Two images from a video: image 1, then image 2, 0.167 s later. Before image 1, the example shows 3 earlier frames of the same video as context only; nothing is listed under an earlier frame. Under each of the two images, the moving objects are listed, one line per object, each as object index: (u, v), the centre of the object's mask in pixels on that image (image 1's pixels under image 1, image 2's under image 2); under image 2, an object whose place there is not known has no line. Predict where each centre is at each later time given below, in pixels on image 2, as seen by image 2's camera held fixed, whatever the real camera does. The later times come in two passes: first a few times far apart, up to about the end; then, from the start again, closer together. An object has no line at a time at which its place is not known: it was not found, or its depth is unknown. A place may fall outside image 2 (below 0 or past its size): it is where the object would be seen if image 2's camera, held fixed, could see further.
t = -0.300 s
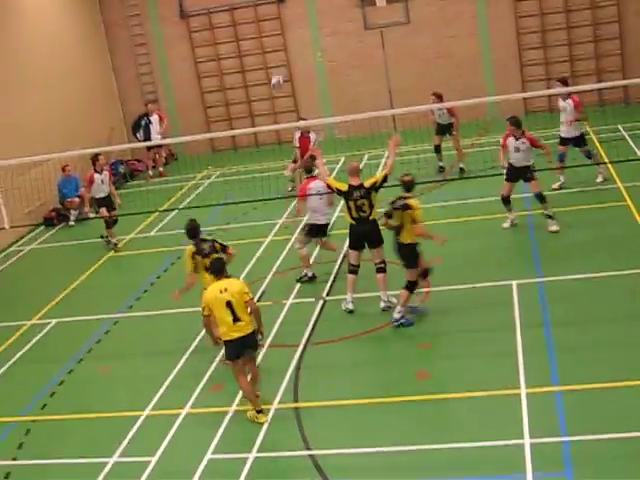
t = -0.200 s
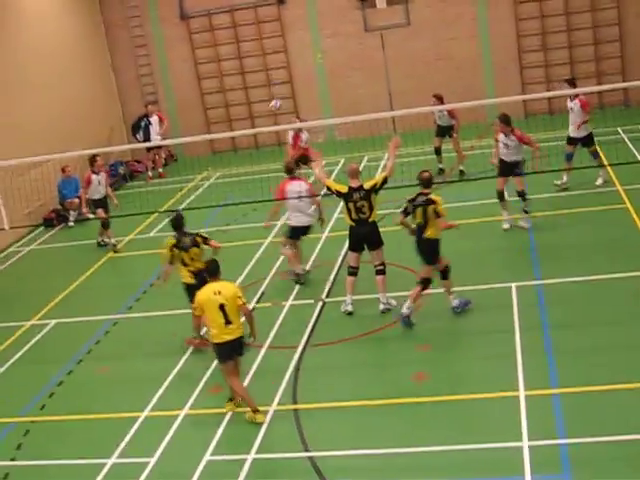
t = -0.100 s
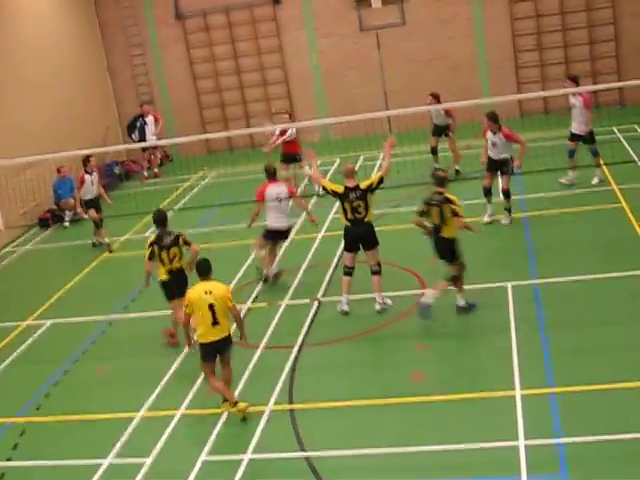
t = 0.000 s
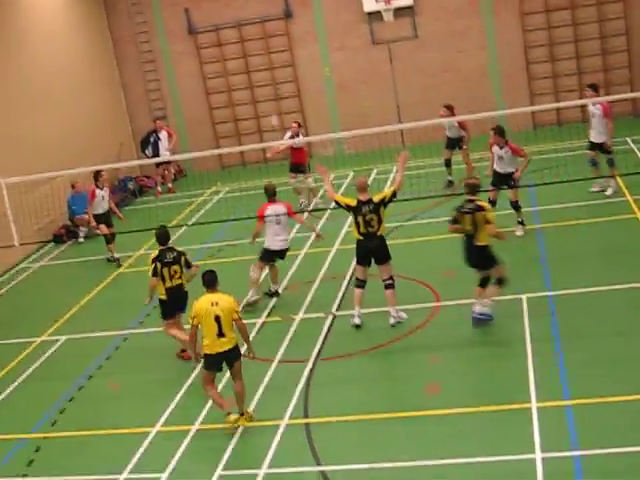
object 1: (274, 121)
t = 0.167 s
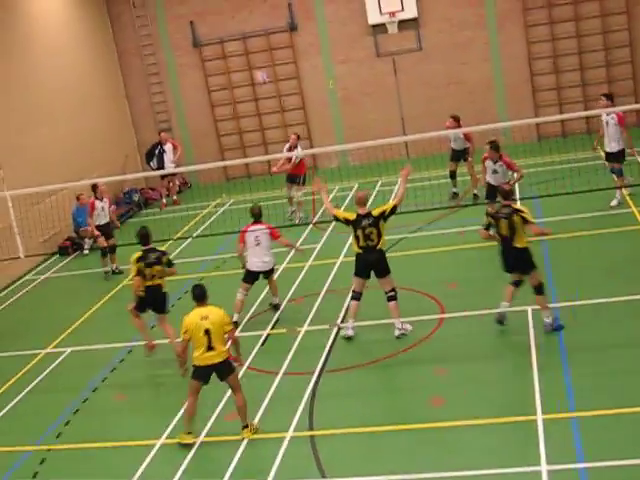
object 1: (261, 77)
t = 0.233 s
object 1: (253, 58)
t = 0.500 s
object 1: (229, 3)
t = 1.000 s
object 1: (202, 5)
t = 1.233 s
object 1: (200, 61)
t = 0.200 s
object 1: (256, 68)
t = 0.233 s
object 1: (253, 58)
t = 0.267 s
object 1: (250, 49)
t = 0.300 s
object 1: (246, 40)
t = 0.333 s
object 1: (244, 33)
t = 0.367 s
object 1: (240, 26)
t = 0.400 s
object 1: (238, 18)
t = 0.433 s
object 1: (234, 14)
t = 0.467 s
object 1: (232, 8)
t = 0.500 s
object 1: (229, 3)
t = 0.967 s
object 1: (204, 0)
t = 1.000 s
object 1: (202, 5)
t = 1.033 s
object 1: (202, 10)
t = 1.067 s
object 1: (202, 18)
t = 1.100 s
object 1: (201, 24)
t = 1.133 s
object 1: (201, 33)
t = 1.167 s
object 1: (199, 42)
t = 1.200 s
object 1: (200, 50)
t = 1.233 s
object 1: (200, 61)
